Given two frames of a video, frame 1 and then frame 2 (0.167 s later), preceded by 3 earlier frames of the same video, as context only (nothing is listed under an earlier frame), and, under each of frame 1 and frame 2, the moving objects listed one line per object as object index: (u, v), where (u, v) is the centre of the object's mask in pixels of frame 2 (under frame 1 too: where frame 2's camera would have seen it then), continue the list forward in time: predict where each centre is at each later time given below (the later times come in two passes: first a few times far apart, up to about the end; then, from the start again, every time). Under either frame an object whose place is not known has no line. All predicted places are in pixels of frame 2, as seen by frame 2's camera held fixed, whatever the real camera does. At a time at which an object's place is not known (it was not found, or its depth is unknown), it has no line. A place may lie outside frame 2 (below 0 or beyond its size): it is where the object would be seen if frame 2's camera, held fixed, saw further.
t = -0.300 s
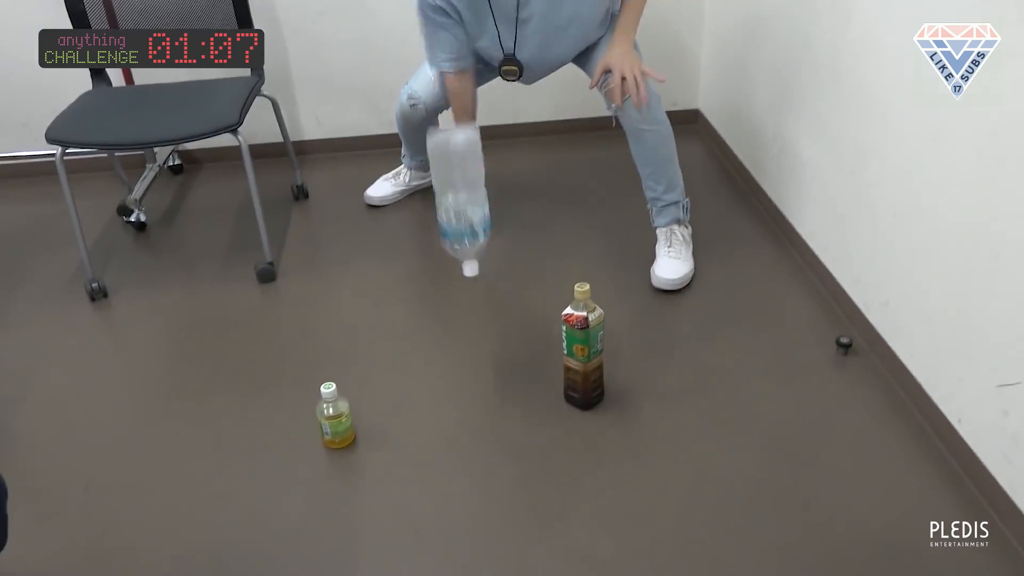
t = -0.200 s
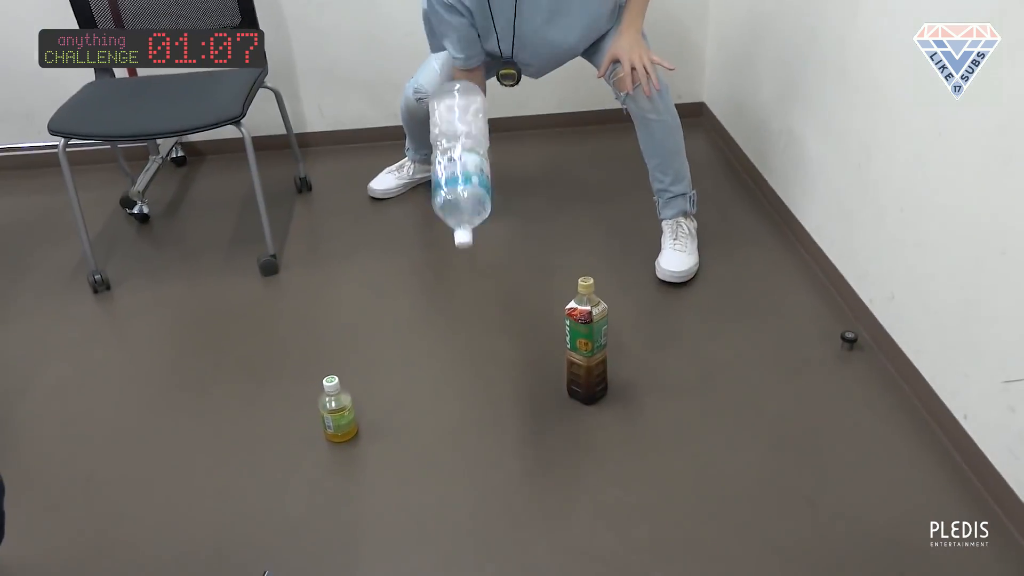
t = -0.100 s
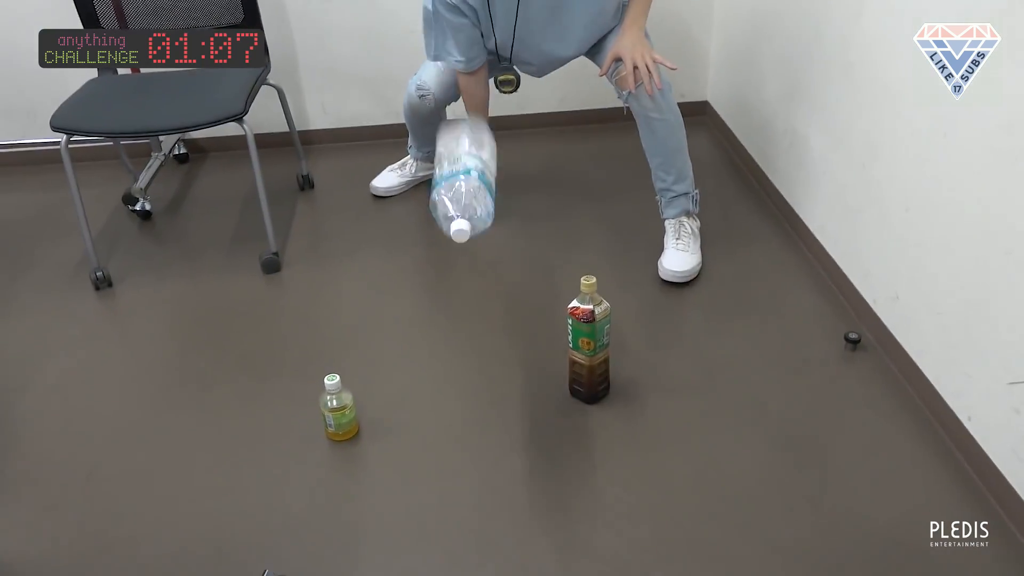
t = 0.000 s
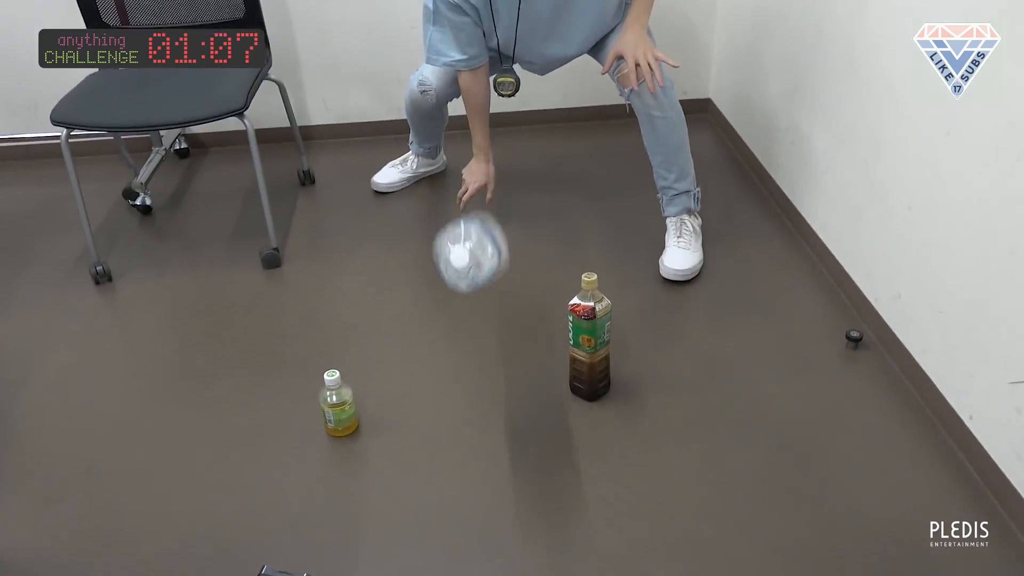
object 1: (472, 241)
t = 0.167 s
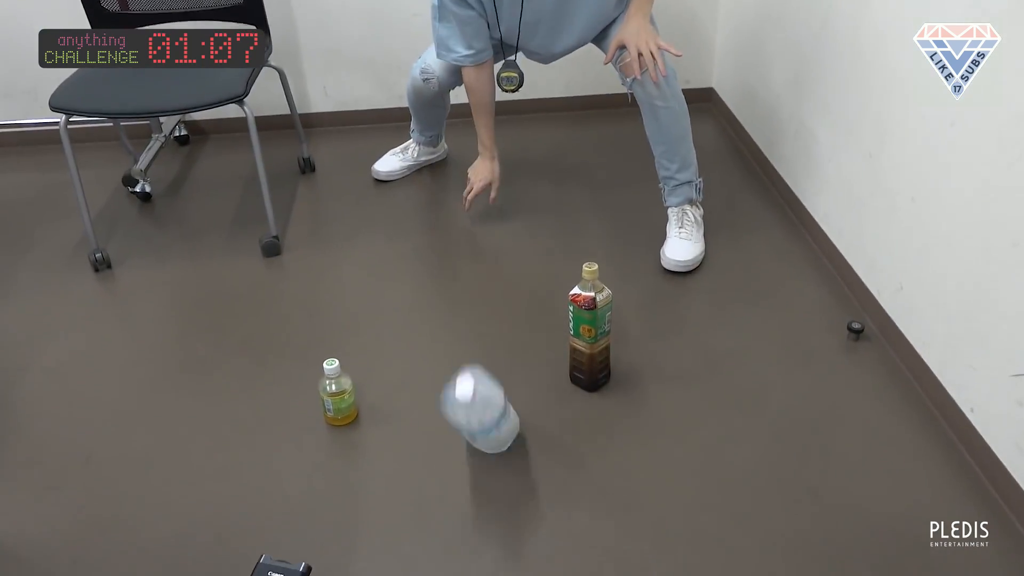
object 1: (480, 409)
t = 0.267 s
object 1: (473, 460)
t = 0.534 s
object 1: (456, 492)
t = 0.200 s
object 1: (477, 425)
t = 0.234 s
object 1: (476, 442)
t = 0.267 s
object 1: (473, 460)
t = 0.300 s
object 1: (471, 480)
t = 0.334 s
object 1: (468, 487)
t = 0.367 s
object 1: (463, 492)
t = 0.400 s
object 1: (459, 492)
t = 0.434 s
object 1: (456, 491)
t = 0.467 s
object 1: (455, 491)
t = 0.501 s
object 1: (455, 492)
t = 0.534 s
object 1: (456, 492)
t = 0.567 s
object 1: (457, 492)
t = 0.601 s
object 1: (459, 492)
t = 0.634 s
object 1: (461, 492)
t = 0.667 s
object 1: (462, 493)
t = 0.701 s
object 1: (463, 493)
